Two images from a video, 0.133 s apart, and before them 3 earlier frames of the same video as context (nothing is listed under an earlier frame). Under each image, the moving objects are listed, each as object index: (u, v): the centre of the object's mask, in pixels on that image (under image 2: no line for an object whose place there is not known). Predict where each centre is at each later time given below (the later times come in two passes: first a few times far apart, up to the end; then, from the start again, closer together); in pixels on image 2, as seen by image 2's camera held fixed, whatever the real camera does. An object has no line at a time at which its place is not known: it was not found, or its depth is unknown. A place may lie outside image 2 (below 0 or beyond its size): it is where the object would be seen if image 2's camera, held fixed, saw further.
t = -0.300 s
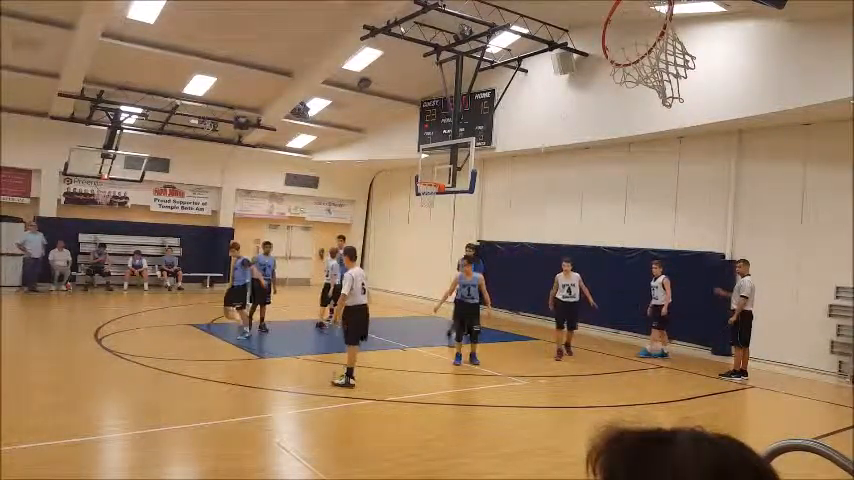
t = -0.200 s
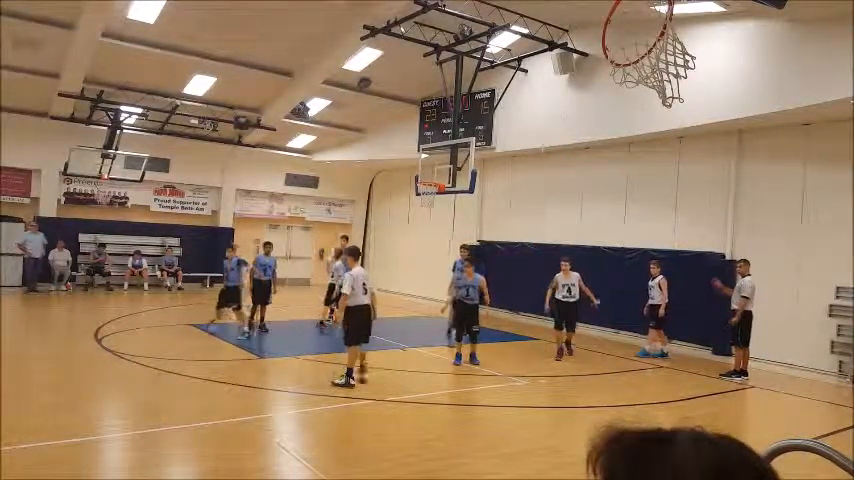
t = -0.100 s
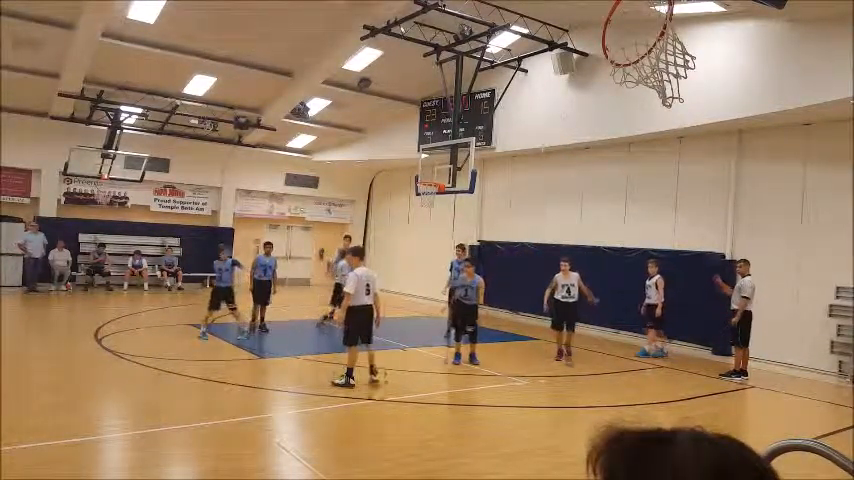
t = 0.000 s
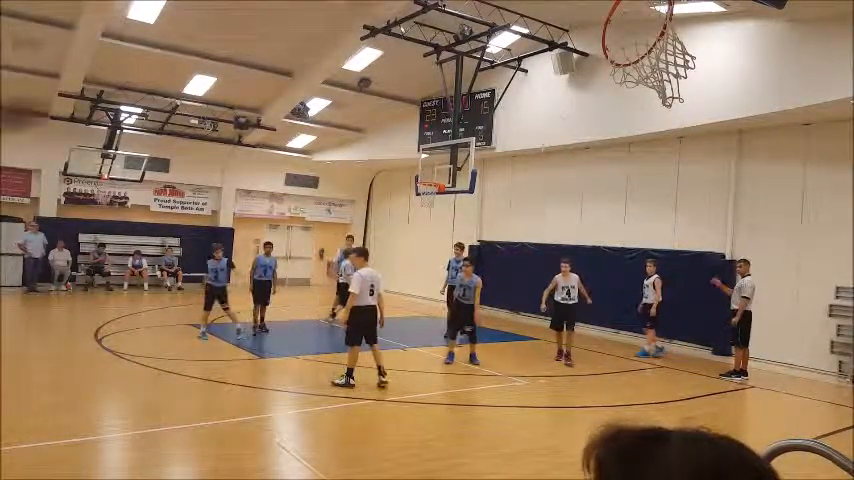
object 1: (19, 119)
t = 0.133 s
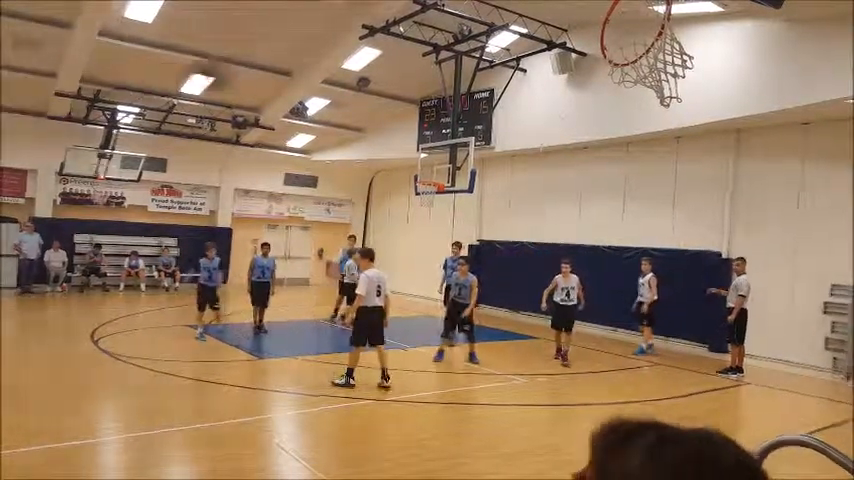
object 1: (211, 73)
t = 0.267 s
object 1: (344, 70)
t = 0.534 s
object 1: (530, 106)
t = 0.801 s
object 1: (640, 178)
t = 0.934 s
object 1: (681, 221)
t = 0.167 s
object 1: (244, 74)
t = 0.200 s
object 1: (282, 71)
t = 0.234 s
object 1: (314, 68)
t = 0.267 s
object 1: (344, 70)
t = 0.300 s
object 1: (378, 72)
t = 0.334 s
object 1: (404, 75)
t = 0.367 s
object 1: (428, 80)
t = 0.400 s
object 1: (452, 81)
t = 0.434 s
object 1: (473, 87)
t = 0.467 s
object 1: (497, 95)
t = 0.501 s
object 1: (512, 99)
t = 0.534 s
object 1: (530, 106)
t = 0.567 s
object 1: (546, 112)
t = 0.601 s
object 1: (562, 120)
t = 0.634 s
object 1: (577, 129)
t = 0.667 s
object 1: (591, 138)
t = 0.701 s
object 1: (604, 148)
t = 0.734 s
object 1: (617, 158)
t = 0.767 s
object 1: (628, 167)
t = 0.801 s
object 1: (640, 178)
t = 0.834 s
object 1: (651, 189)
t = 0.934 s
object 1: (681, 221)
